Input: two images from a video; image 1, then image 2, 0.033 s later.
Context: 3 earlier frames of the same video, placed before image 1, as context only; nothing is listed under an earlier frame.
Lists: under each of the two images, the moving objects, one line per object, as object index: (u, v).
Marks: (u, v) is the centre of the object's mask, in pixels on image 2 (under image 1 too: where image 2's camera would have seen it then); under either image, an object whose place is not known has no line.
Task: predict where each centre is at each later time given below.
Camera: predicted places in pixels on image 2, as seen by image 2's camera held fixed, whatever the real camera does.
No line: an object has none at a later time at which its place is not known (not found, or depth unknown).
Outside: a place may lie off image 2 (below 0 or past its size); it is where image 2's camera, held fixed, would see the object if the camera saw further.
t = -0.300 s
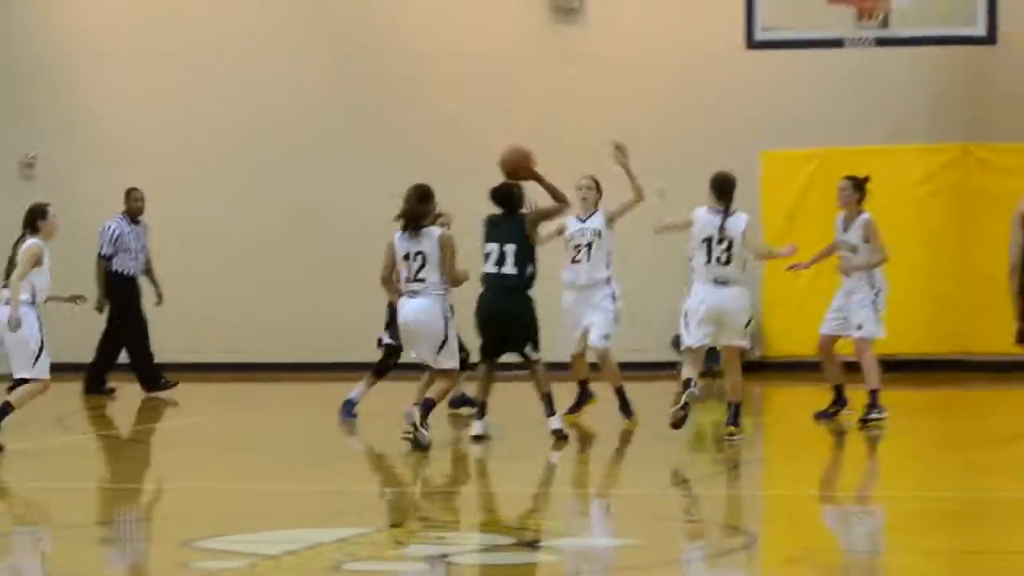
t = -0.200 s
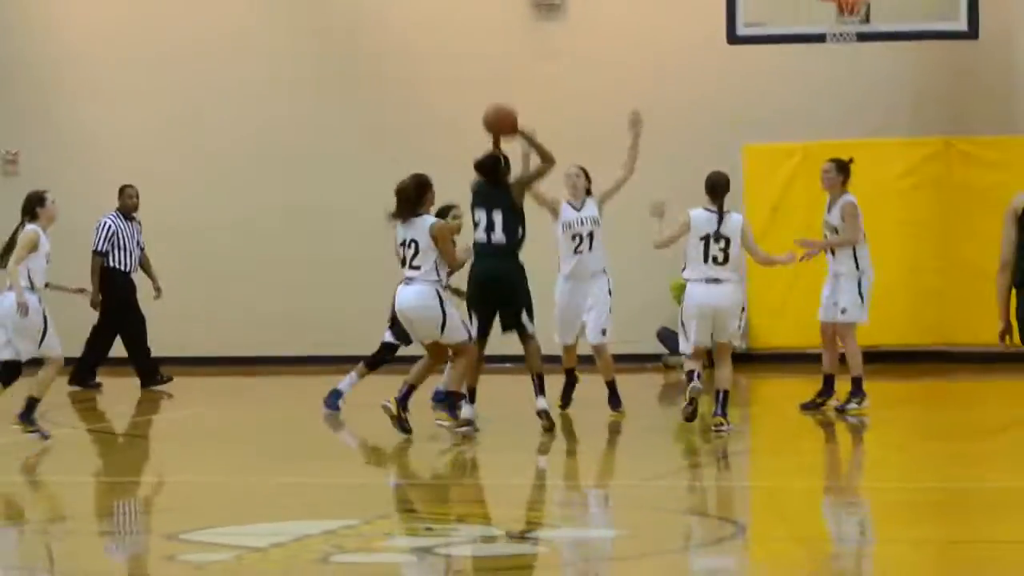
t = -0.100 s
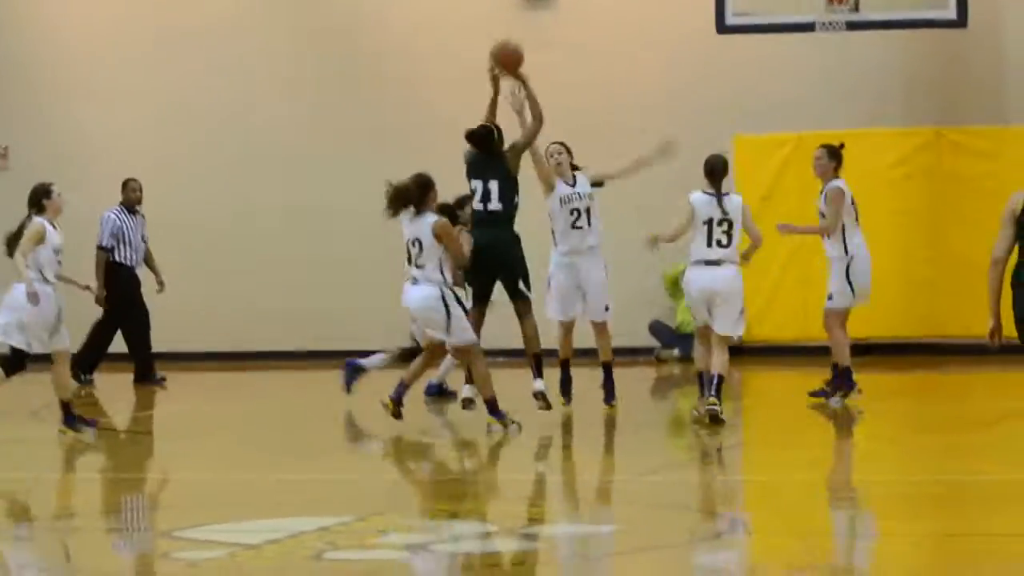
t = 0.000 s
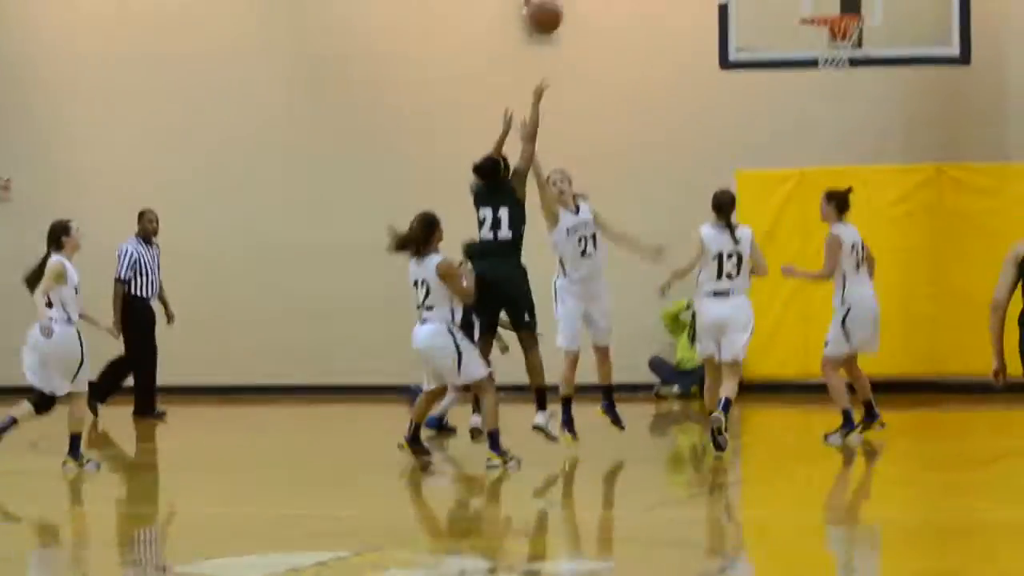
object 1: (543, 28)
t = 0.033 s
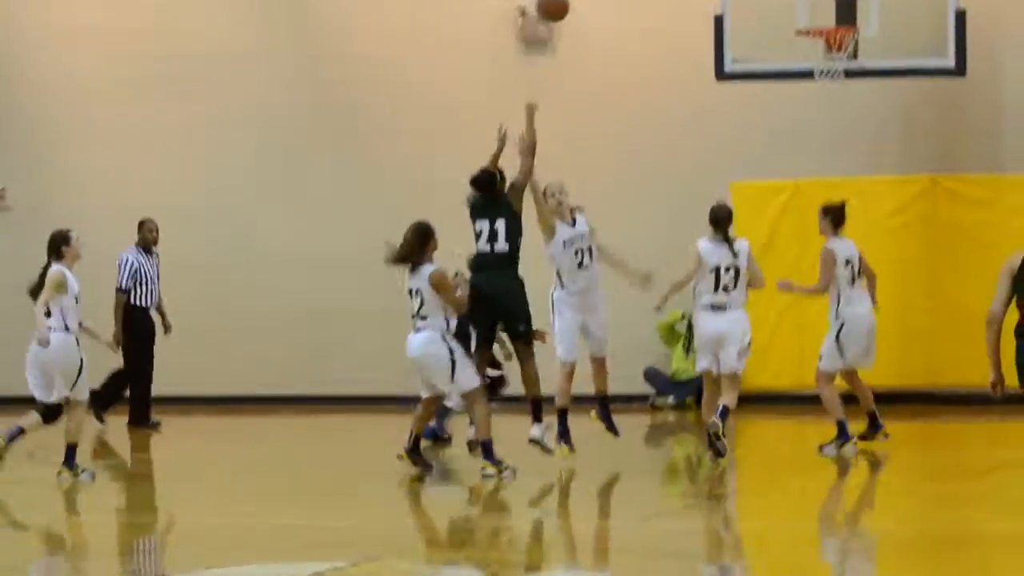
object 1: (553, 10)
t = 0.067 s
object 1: (565, -5)
